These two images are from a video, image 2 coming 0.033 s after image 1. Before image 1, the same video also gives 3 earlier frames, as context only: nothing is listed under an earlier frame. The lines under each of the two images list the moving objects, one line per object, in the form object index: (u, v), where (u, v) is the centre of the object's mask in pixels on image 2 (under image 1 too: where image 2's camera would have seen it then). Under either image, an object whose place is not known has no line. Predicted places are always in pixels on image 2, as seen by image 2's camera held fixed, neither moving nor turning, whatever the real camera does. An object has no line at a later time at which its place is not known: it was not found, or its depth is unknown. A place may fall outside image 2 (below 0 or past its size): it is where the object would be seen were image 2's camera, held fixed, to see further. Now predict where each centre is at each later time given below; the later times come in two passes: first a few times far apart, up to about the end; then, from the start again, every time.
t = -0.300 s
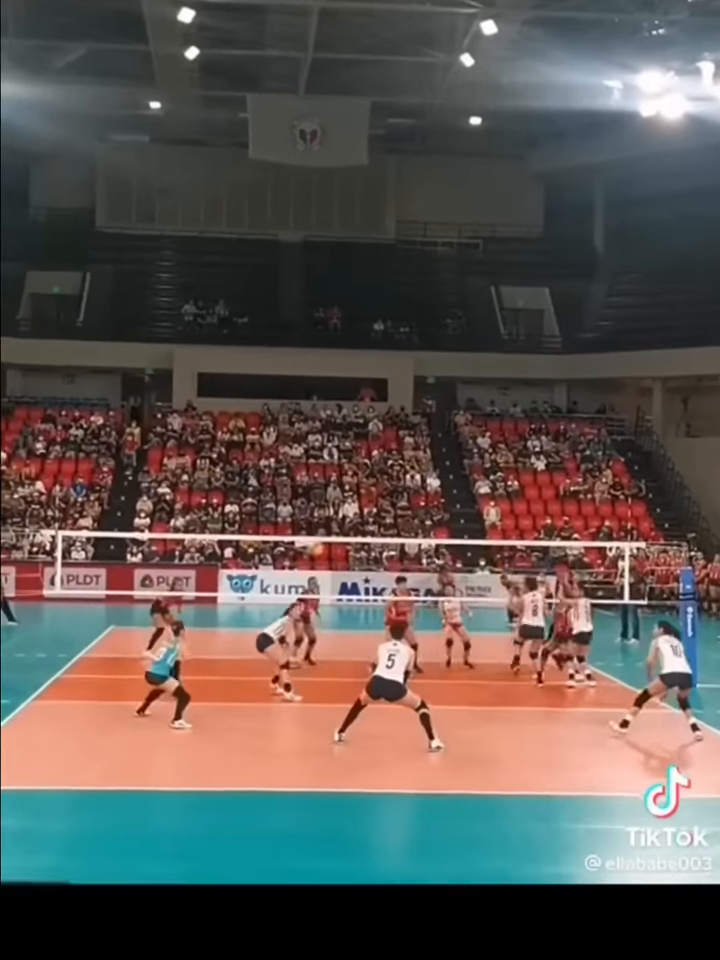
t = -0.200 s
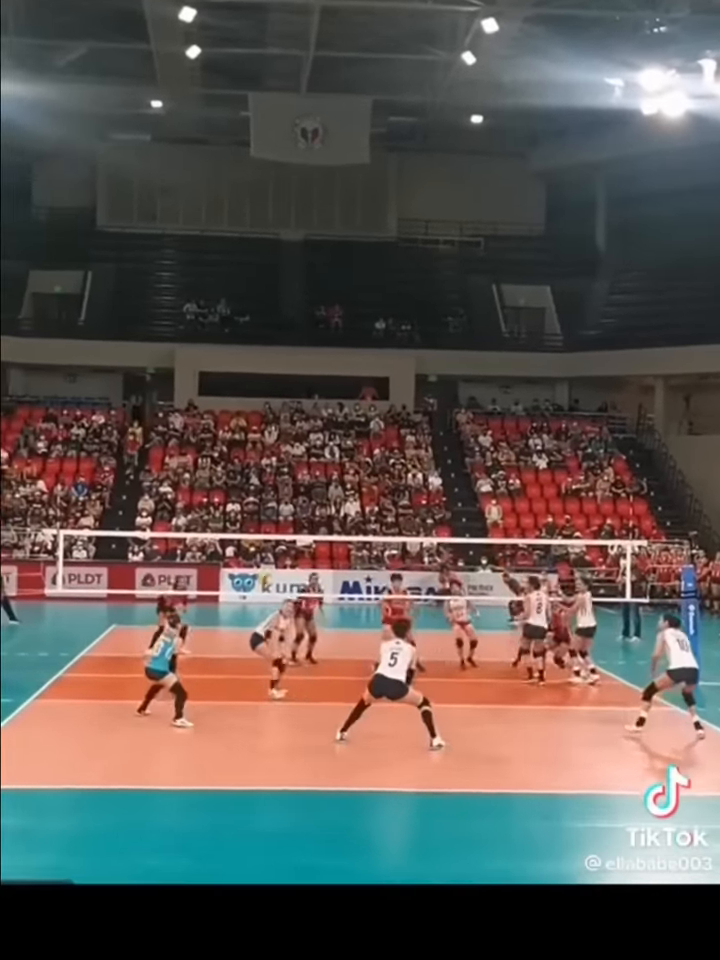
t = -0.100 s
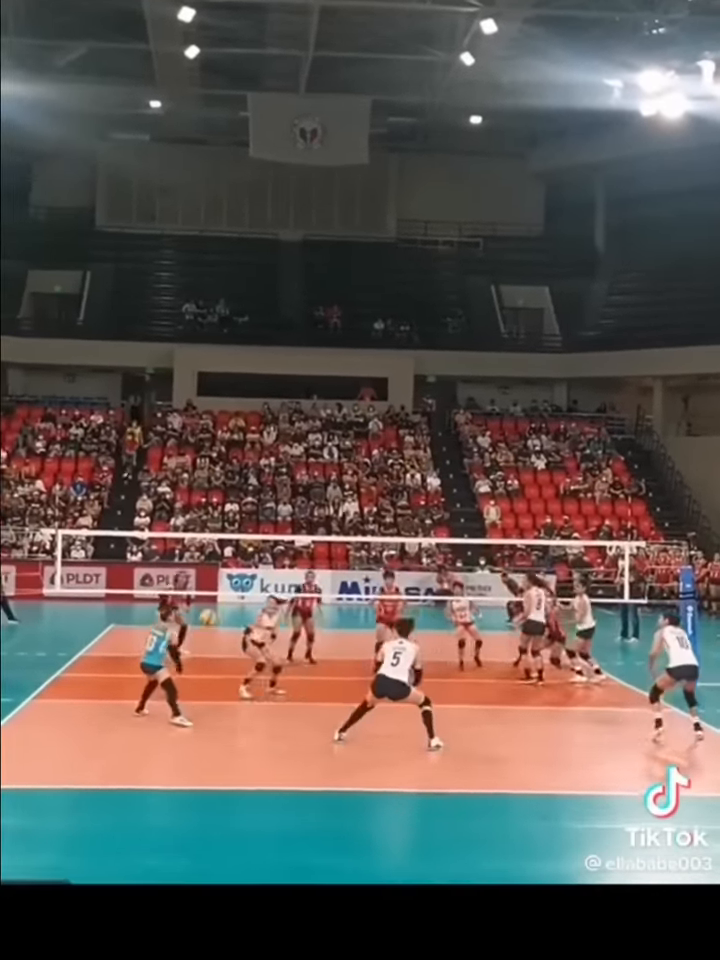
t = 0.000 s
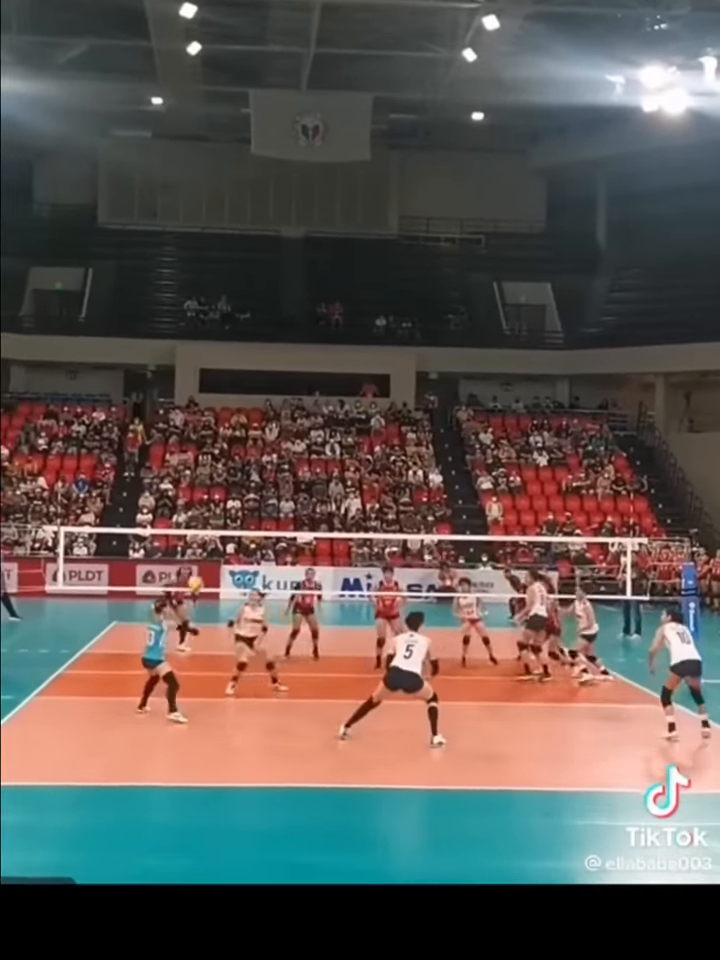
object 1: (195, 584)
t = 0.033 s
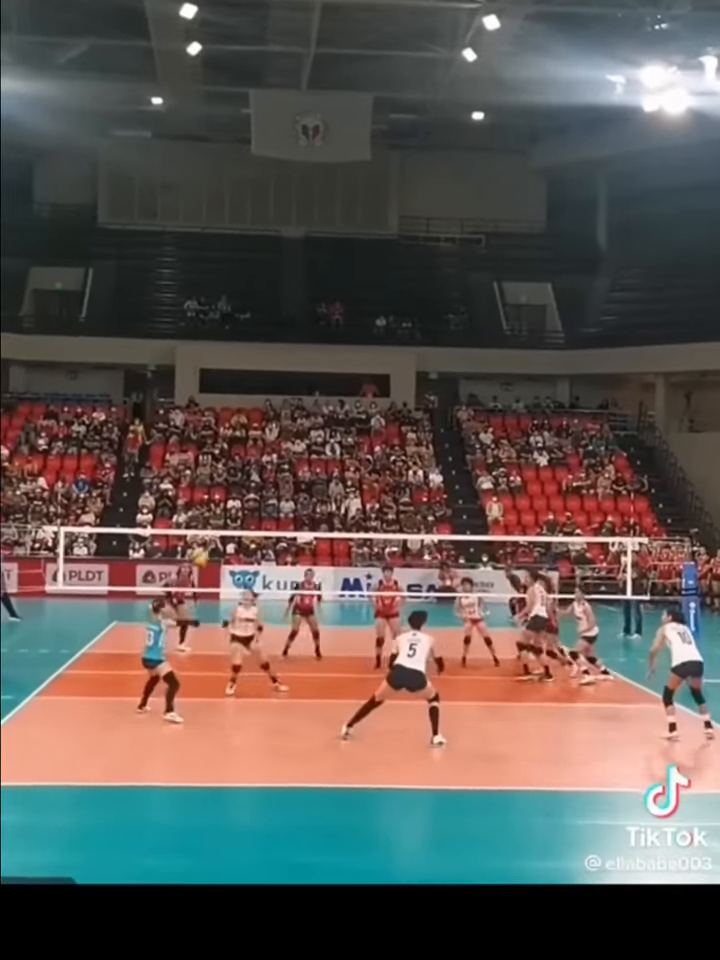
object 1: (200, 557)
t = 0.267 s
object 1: (232, 391)
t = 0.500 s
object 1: (258, 275)
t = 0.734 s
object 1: (280, 204)
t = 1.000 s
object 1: (302, 173)
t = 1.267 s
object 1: (321, 193)
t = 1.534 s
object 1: (340, 263)
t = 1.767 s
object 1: (355, 360)
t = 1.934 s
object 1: (365, 447)
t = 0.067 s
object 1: (205, 531)
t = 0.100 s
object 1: (210, 503)
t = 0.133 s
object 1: (214, 479)
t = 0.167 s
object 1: (219, 454)
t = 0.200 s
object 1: (223, 433)
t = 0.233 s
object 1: (227, 412)
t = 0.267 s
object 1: (232, 391)
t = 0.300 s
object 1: (235, 372)
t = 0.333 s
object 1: (240, 353)
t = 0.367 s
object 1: (244, 335)
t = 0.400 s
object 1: (247, 319)
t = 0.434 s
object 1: (251, 304)
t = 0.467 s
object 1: (254, 289)
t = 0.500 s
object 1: (258, 275)
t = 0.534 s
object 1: (261, 261)
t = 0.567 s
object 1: (265, 250)
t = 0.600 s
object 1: (268, 239)
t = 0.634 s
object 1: (271, 229)
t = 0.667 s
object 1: (274, 220)
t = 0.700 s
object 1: (277, 211)
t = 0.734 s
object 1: (280, 204)
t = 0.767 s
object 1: (283, 198)
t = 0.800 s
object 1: (286, 191)
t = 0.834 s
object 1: (288, 186)
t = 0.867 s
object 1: (291, 182)
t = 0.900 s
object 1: (294, 179)
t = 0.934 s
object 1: (296, 176)
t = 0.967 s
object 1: (299, 174)
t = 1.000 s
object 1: (302, 173)
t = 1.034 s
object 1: (304, 173)
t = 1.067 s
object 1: (307, 174)
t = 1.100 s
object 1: (309, 175)
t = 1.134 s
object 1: (312, 177)
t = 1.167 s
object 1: (314, 180)
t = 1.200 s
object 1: (317, 183)
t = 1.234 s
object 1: (319, 188)
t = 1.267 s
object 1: (321, 193)
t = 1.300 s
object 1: (324, 200)
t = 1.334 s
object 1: (326, 206)
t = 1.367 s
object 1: (328, 214)
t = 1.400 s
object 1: (331, 221)
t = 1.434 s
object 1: (333, 231)
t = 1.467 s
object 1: (335, 241)
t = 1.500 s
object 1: (337, 251)
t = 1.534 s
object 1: (340, 263)
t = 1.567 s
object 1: (341, 275)
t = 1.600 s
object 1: (344, 287)
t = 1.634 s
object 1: (346, 301)
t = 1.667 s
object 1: (348, 314)
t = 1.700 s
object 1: (350, 329)
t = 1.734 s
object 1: (352, 344)
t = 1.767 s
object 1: (355, 360)
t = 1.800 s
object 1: (357, 376)
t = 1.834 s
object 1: (359, 393)
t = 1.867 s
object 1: (361, 410)
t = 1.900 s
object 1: (363, 429)
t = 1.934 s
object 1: (365, 447)
